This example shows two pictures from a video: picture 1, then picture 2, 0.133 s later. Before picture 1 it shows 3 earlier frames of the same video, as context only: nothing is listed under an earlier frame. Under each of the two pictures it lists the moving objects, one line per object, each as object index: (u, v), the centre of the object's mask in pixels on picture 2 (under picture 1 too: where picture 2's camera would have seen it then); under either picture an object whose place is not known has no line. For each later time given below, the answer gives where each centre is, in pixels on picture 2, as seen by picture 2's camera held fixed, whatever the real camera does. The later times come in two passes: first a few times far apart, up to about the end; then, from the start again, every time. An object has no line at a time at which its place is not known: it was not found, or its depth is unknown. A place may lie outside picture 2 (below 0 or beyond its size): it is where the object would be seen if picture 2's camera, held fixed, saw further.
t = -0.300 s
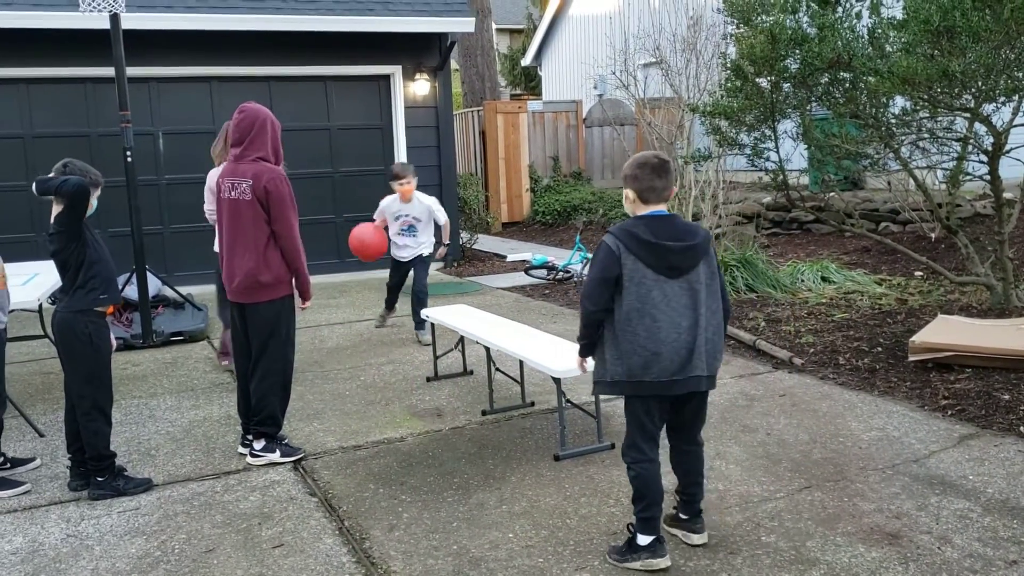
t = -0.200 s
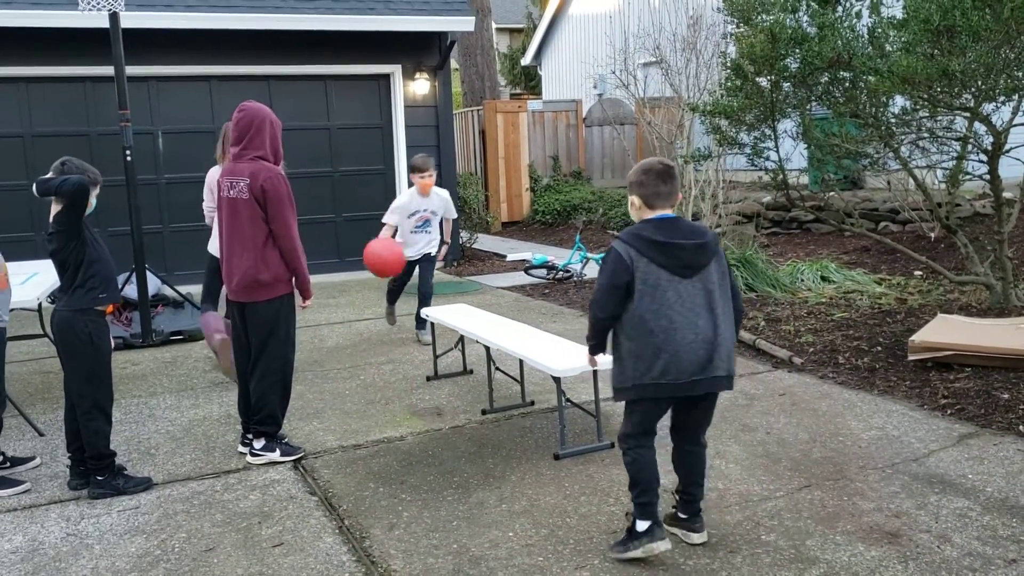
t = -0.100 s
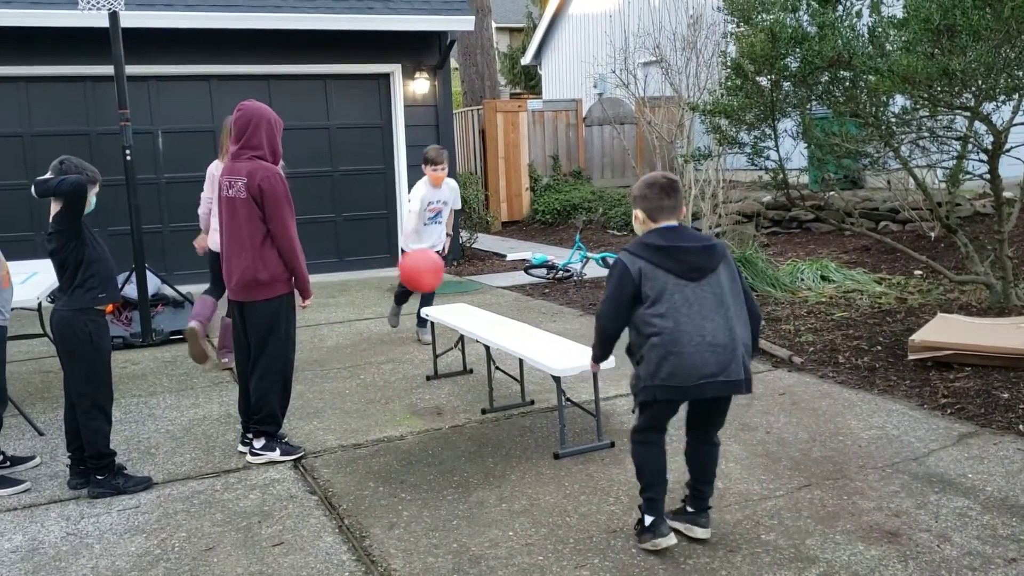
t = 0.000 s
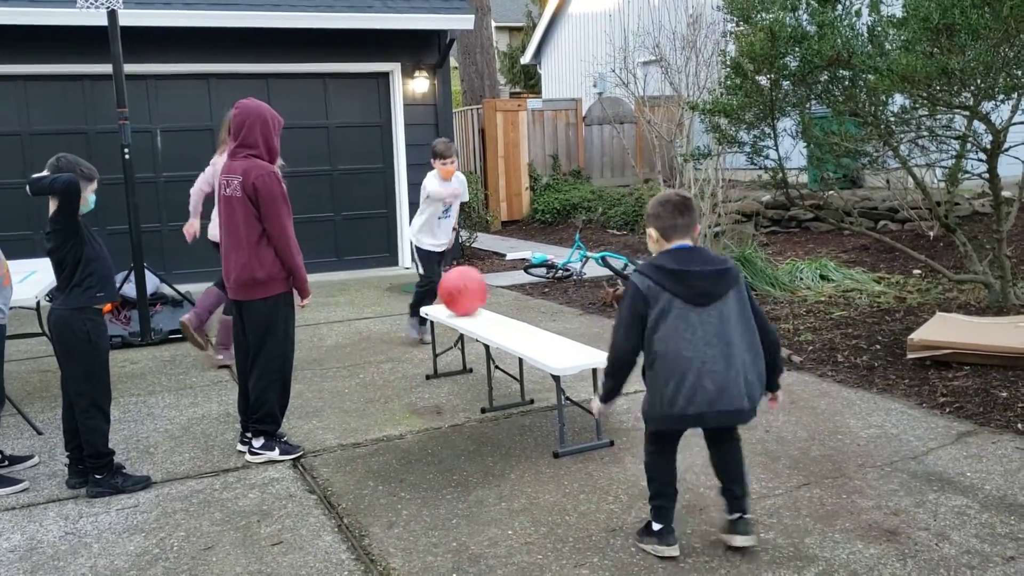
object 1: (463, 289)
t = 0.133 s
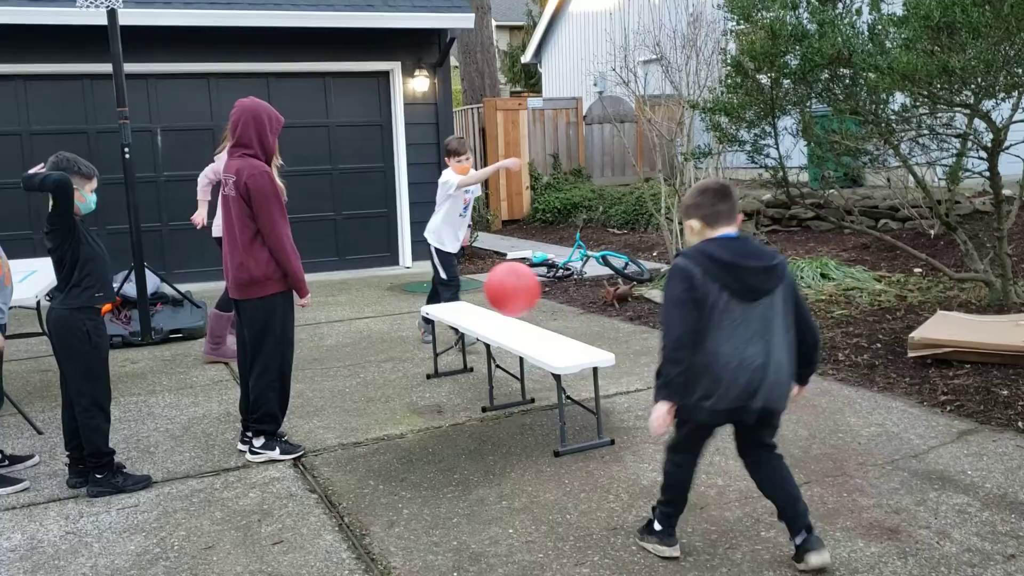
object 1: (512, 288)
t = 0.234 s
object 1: (557, 313)
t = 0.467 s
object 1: (675, 341)
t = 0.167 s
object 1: (527, 294)
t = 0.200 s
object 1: (542, 302)
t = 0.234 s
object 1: (557, 313)
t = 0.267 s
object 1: (574, 320)
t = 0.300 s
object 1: (587, 316)
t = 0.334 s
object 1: (603, 315)
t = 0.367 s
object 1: (619, 316)
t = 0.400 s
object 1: (637, 321)
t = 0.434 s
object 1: (655, 329)
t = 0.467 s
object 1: (675, 341)
